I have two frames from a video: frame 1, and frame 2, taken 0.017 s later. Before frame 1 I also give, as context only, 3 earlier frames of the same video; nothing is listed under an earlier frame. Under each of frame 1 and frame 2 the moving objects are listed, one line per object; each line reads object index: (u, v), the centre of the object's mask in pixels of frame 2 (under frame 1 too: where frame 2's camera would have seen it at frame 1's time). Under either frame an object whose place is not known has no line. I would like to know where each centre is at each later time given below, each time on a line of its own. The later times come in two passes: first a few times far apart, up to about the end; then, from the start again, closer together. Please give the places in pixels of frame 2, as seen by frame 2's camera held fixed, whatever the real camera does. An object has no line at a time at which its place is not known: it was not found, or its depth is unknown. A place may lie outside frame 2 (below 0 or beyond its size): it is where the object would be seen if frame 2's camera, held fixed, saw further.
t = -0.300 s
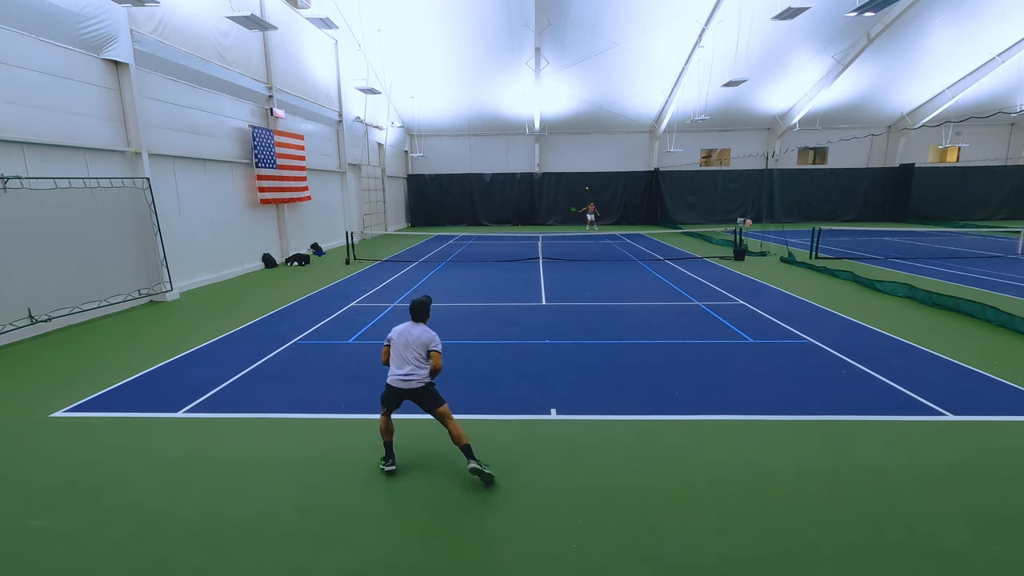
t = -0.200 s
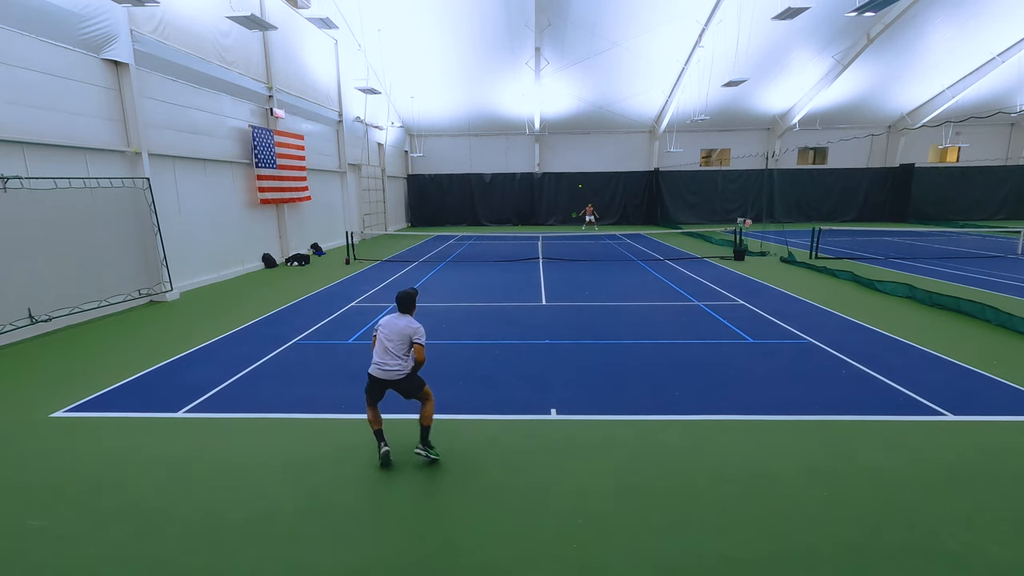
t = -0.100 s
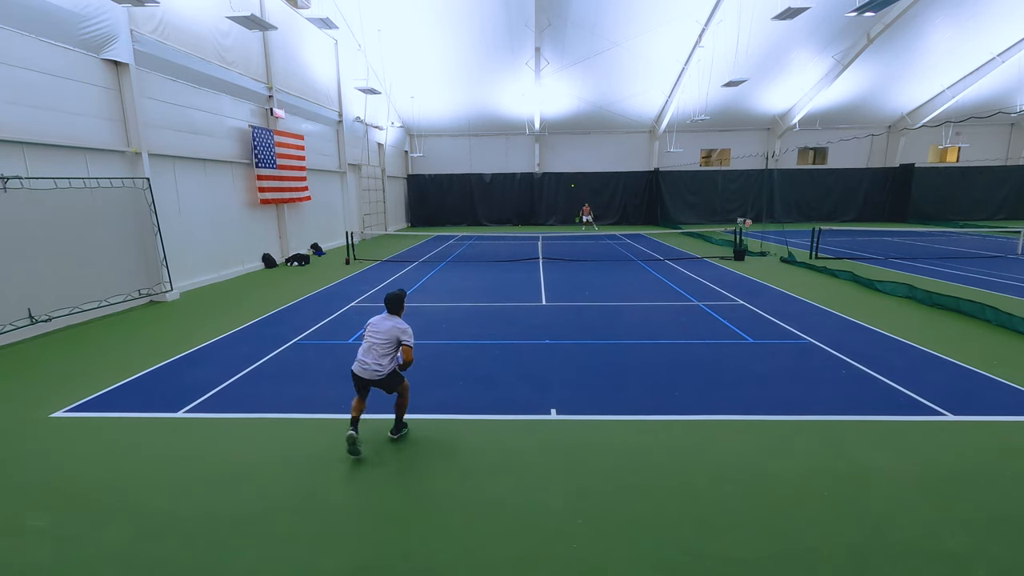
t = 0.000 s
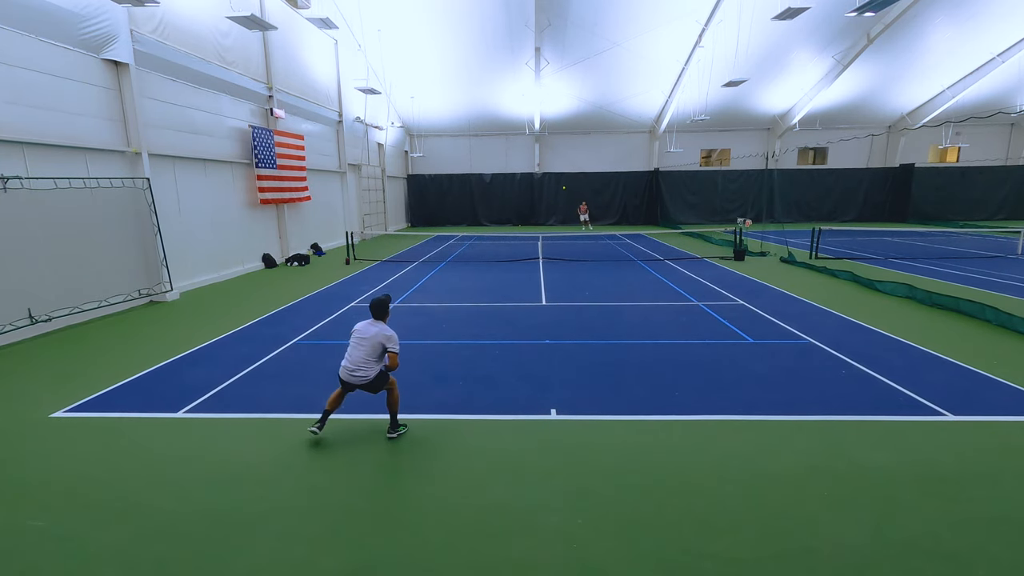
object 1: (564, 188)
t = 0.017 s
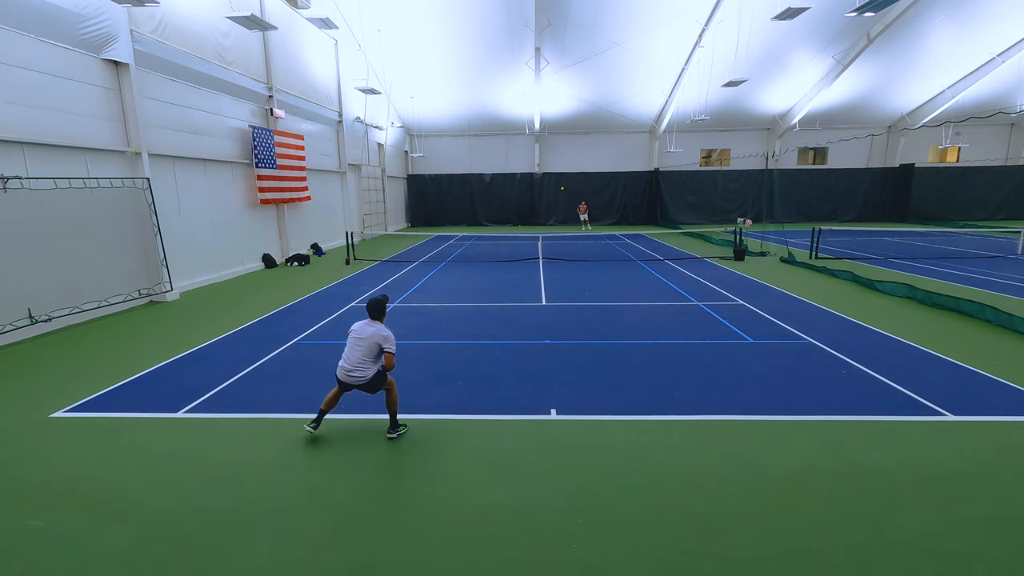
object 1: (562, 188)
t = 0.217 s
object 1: (541, 202)
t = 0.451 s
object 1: (508, 240)
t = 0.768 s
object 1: (445, 317)
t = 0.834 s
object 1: (434, 309)
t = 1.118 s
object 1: (378, 299)
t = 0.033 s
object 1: (560, 189)
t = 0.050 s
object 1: (559, 190)
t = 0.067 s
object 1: (557, 190)
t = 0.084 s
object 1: (556, 191)
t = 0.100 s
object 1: (554, 192)
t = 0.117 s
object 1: (552, 194)
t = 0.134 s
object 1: (551, 195)
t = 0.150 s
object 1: (548, 196)
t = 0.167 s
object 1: (547, 197)
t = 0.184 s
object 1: (545, 199)
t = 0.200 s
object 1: (543, 200)
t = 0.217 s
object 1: (541, 202)
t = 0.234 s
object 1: (540, 203)
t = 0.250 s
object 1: (537, 206)
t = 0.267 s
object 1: (534, 208)
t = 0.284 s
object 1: (532, 210)
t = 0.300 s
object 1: (530, 213)
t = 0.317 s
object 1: (528, 214)
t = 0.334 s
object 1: (525, 217)
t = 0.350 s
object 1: (523, 221)
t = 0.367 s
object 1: (520, 223)
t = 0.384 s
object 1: (518, 226)
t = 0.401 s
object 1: (515, 228)
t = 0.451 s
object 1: (508, 240)
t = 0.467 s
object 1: (504, 244)
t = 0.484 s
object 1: (501, 248)
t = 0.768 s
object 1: (445, 317)
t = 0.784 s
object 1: (442, 315)
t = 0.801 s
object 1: (439, 313)
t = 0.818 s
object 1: (436, 311)
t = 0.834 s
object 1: (434, 309)
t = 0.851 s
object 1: (431, 307)
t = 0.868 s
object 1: (428, 306)
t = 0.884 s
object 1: (425, 304)
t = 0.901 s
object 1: (422, 303)
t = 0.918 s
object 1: (419, 301)
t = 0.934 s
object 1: (416, 300)
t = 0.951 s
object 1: (413, 299)
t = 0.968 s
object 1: (409, 299)
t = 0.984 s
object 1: (406, 298)
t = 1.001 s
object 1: (403, 298)
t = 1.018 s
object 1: (399, 297)
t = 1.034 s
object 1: (396, 297)
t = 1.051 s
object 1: (392, 297)
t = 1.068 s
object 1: (389, 298)
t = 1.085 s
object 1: (385, 298)
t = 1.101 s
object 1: (381, 299)
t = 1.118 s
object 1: (378, 299)
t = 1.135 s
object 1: (374, 300)
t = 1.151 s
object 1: (370, 302)
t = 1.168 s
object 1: (366, 303)
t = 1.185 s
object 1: (362, 306)
